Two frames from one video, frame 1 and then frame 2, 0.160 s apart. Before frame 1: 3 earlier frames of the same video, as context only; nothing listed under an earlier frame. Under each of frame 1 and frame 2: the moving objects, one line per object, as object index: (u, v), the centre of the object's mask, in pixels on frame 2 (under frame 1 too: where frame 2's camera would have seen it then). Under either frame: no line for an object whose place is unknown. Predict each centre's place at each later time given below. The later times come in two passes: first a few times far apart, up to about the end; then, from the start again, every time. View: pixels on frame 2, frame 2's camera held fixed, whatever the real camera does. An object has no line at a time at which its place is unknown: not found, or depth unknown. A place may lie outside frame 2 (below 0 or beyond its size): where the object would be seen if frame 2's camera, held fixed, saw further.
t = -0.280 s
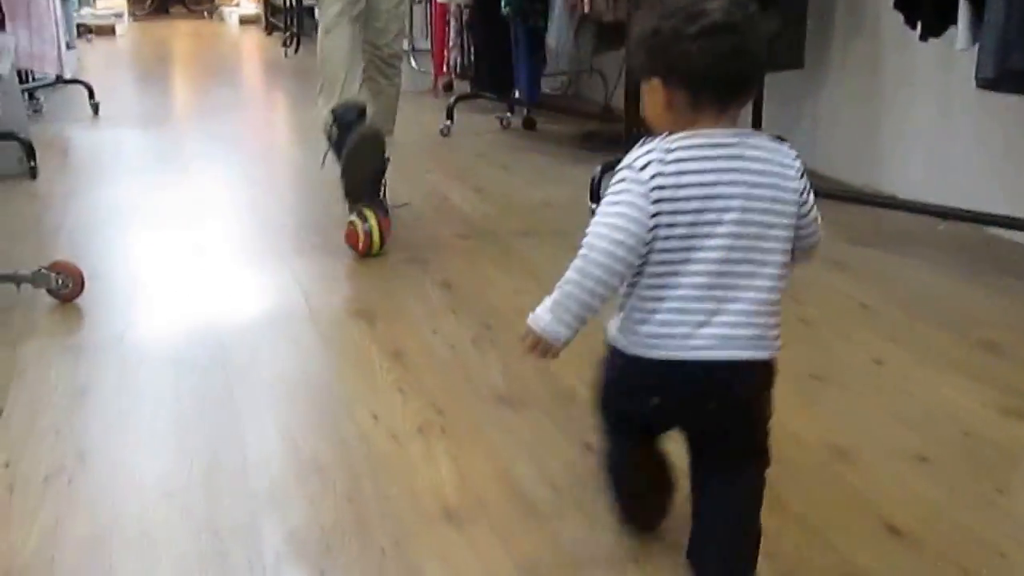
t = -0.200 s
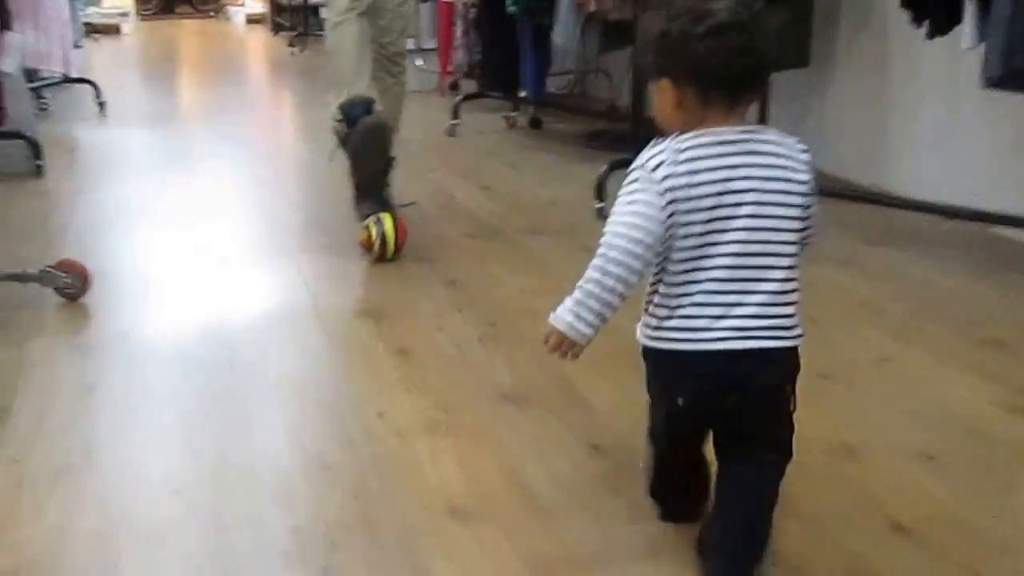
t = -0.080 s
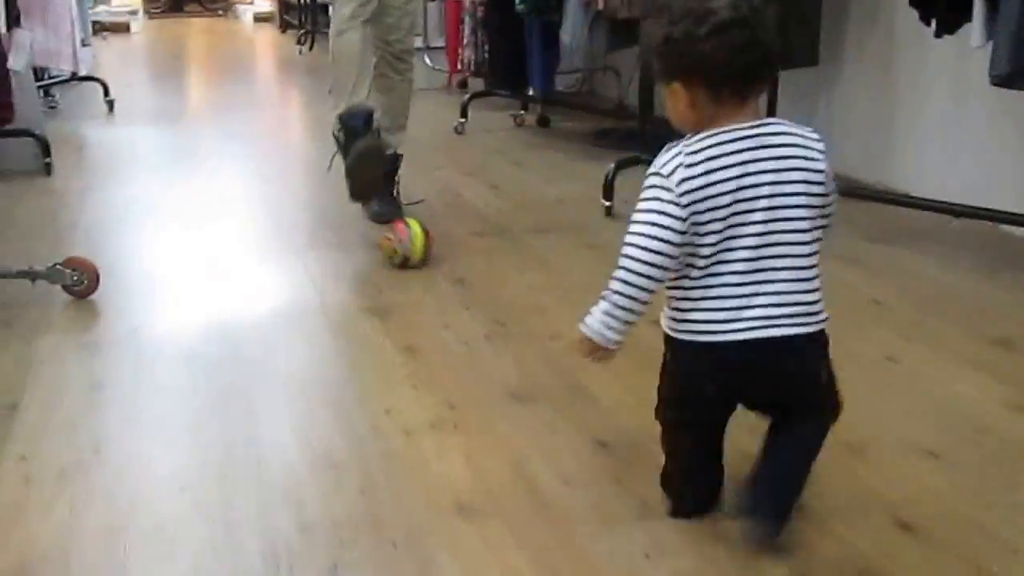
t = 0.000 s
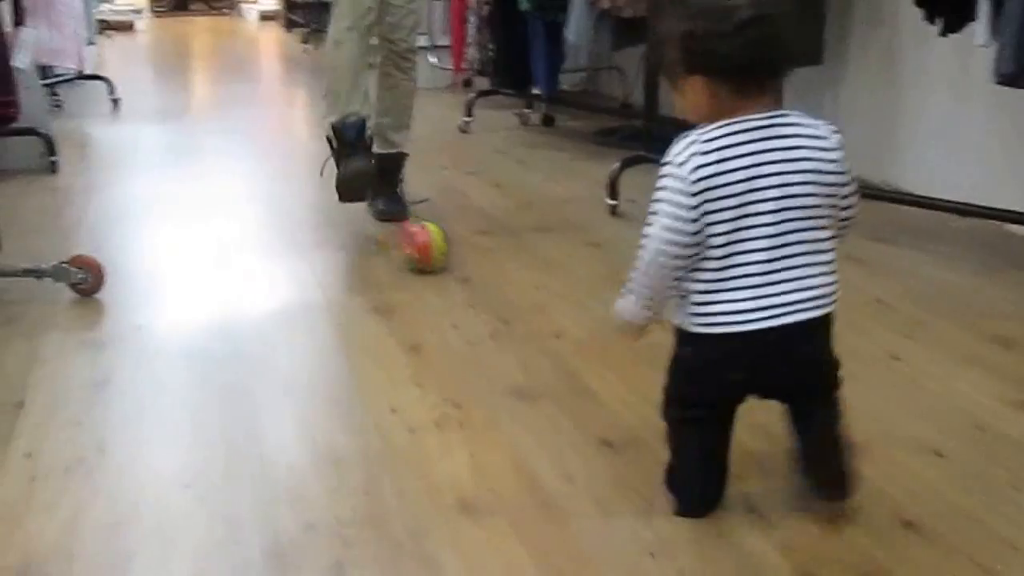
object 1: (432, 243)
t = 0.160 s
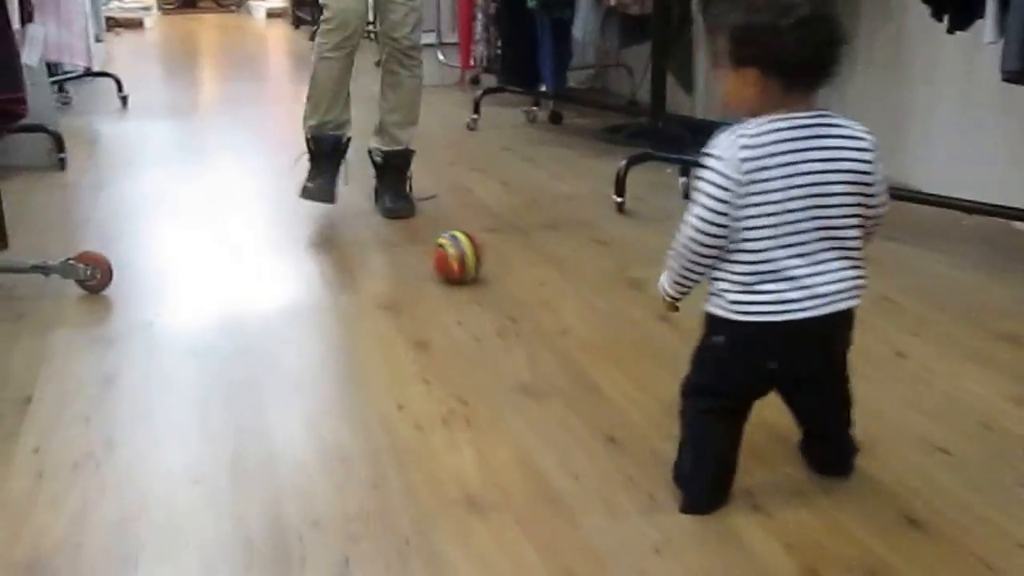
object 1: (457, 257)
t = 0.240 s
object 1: (471, 264)
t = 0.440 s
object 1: (512, 286)
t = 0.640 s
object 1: (560, 311)
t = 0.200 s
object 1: (464, 260)
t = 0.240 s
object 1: (471, 264)
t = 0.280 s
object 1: (479, 267)
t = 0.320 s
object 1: (486, 272)
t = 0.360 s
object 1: (494, 276)
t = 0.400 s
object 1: (503, 281)
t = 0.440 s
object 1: (512, 286)
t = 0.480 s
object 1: (520, 291)
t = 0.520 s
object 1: (530, 295)
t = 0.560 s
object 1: (540, 301)
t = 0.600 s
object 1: (550, 306)
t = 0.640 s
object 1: (560, 311)
